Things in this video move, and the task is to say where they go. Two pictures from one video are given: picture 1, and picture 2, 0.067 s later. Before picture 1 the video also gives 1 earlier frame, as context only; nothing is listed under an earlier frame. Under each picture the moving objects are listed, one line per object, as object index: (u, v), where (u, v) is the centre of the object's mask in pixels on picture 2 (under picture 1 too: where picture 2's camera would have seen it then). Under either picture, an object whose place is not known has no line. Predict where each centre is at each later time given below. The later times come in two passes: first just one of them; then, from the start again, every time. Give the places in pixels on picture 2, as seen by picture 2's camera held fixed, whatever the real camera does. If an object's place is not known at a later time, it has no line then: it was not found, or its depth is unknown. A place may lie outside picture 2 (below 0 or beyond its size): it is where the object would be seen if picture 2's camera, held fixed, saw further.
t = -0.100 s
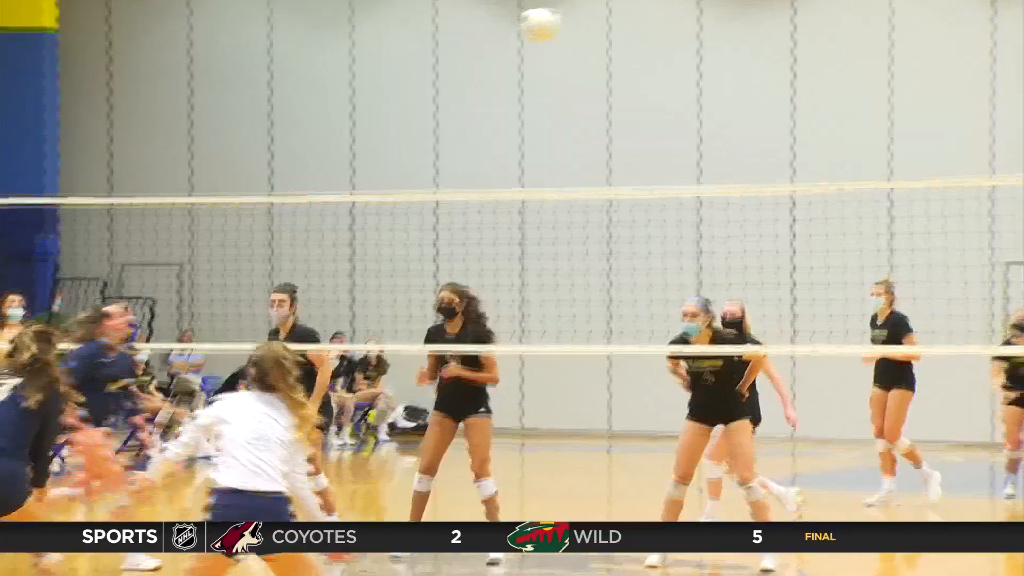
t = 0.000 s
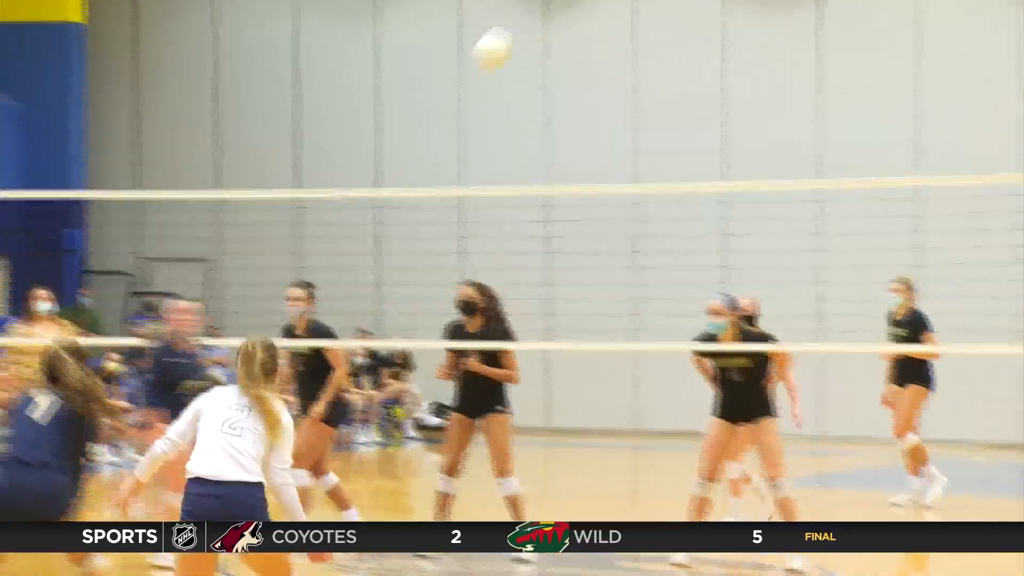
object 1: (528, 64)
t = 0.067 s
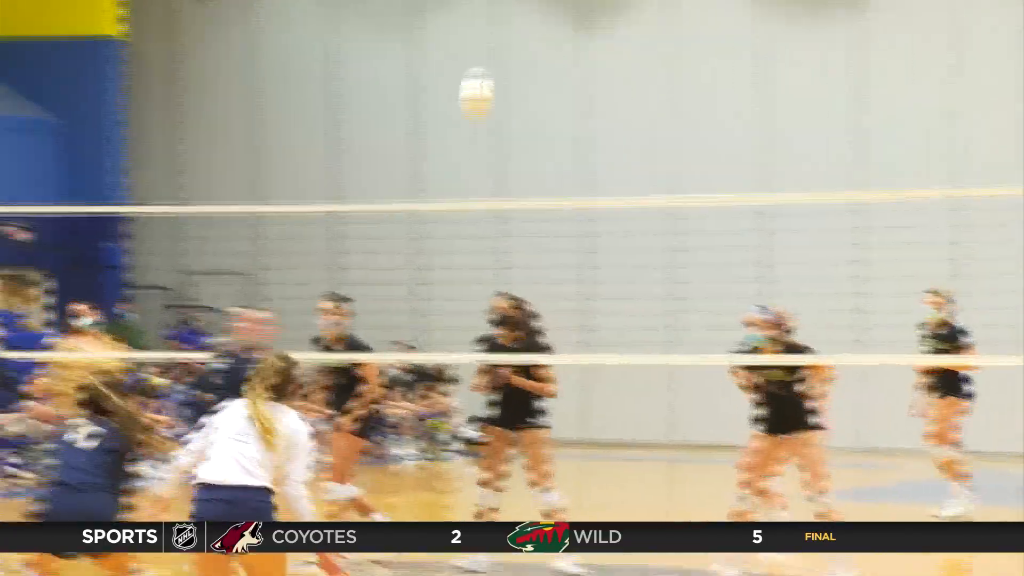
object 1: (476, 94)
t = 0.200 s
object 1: (366, 184)
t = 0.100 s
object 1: (450, 113)
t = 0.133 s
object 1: (422, 134)
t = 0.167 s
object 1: (395, 159)
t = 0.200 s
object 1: (366, 184)
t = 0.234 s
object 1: (335, 219)
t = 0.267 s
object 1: (304, 251)
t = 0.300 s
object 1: (271, 288)
